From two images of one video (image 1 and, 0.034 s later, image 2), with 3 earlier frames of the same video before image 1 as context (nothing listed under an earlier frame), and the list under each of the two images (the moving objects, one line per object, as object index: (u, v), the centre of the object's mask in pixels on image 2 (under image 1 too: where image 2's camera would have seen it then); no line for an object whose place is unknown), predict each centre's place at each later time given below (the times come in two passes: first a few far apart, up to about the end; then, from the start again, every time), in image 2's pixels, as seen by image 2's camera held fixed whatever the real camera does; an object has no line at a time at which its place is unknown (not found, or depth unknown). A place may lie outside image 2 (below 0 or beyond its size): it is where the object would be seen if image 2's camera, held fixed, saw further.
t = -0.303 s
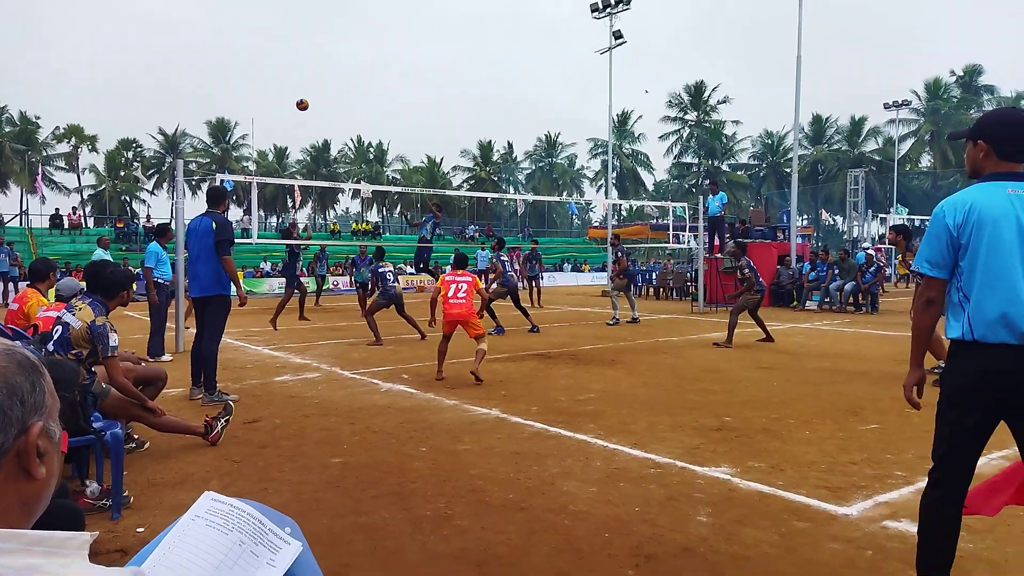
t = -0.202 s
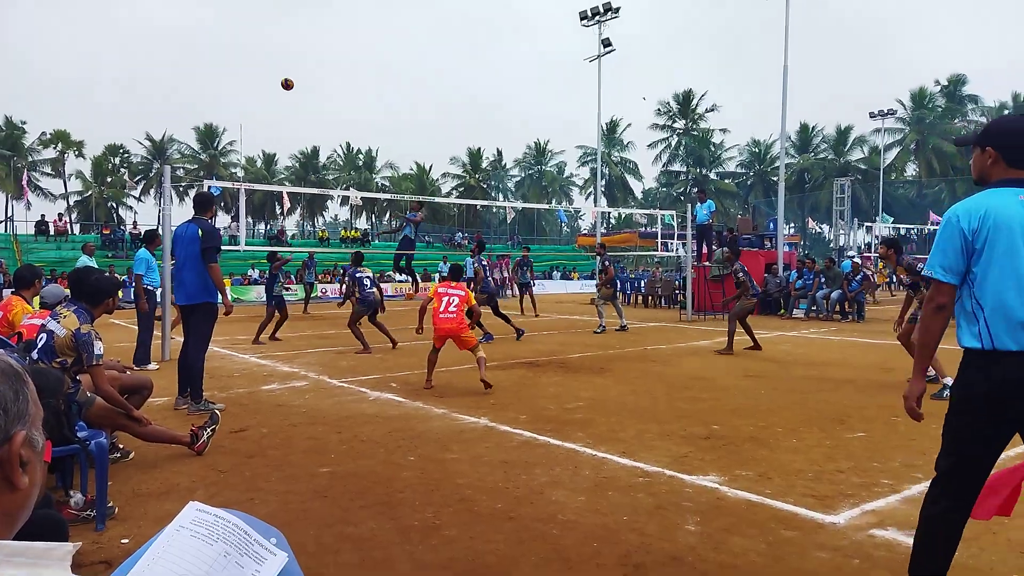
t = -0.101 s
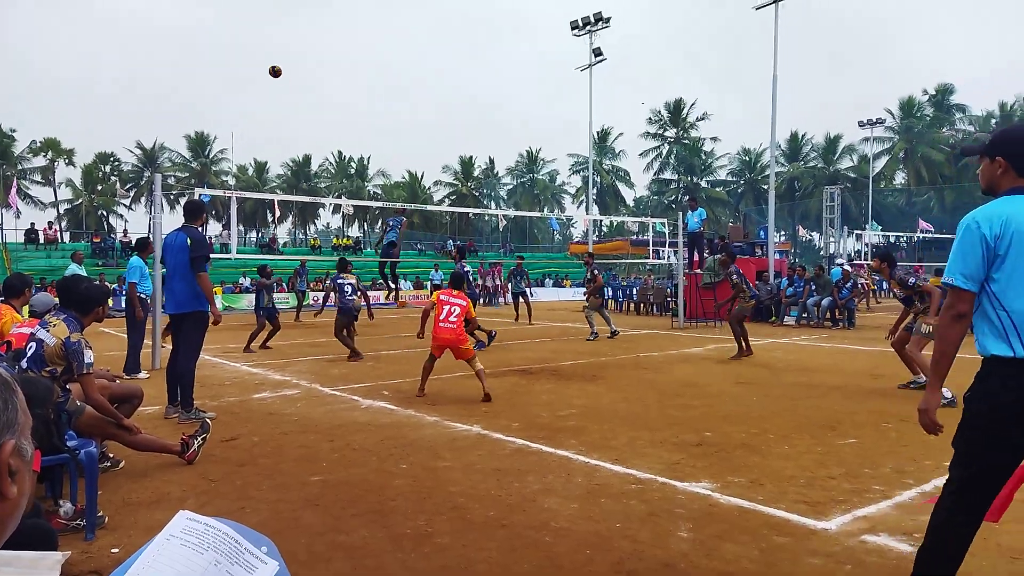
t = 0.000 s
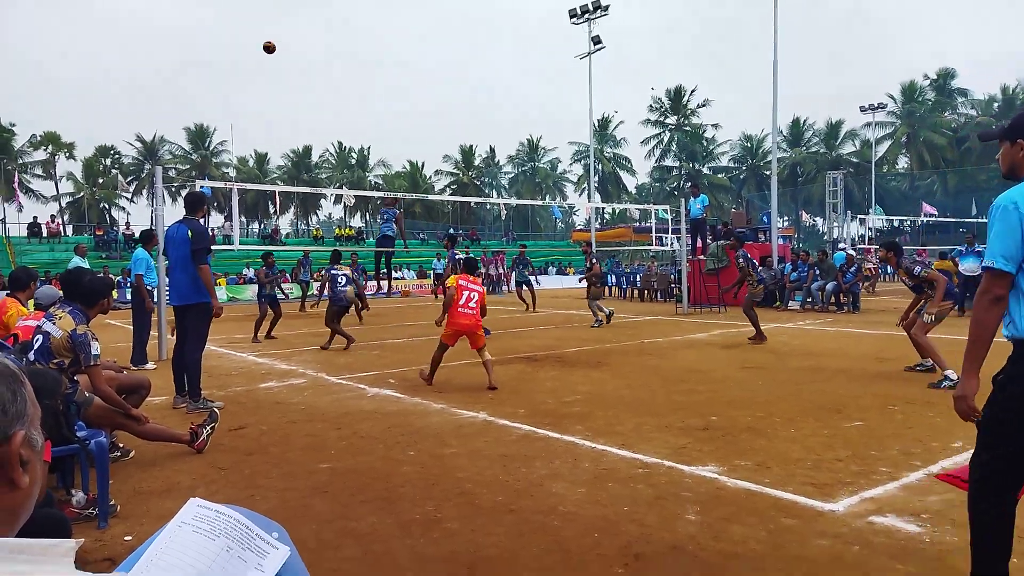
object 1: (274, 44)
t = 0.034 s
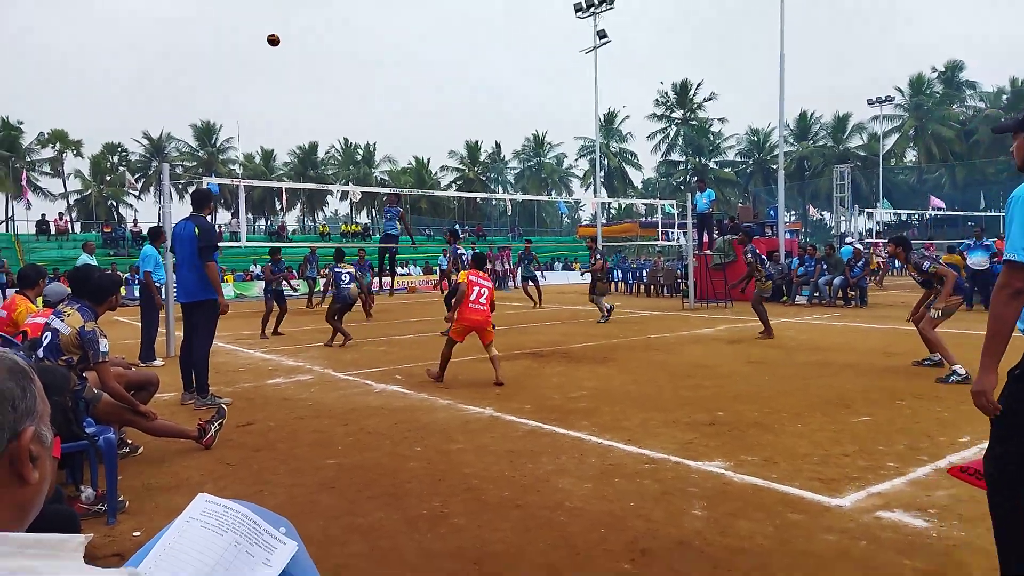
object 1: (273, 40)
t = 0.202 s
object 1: (269, 28)
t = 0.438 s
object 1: (261, 42)
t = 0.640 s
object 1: (257, 80)
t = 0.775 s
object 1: (253, 118)
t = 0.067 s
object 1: (272, 37)
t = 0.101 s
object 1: (271, 34)
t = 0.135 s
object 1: (270, 32)
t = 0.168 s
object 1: (270, 30)
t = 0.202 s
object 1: (269, 28)
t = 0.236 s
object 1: (268, 28)
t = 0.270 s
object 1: (267, 29)
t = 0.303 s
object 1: (266, 31)
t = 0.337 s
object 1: (265, 32)
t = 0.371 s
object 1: (263, 35)
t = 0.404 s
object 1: (262, 38)
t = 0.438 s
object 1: (261, 42)
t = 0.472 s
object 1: (260, 46)
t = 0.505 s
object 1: (260, 51)
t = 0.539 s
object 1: (259, 58)
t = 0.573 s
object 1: (259, 65)
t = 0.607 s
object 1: (258, 72)
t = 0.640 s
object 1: (257, 80)
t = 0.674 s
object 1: (256, 88)
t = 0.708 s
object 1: (255, 98)
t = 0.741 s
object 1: (254, 107)
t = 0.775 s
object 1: (253, 118)
